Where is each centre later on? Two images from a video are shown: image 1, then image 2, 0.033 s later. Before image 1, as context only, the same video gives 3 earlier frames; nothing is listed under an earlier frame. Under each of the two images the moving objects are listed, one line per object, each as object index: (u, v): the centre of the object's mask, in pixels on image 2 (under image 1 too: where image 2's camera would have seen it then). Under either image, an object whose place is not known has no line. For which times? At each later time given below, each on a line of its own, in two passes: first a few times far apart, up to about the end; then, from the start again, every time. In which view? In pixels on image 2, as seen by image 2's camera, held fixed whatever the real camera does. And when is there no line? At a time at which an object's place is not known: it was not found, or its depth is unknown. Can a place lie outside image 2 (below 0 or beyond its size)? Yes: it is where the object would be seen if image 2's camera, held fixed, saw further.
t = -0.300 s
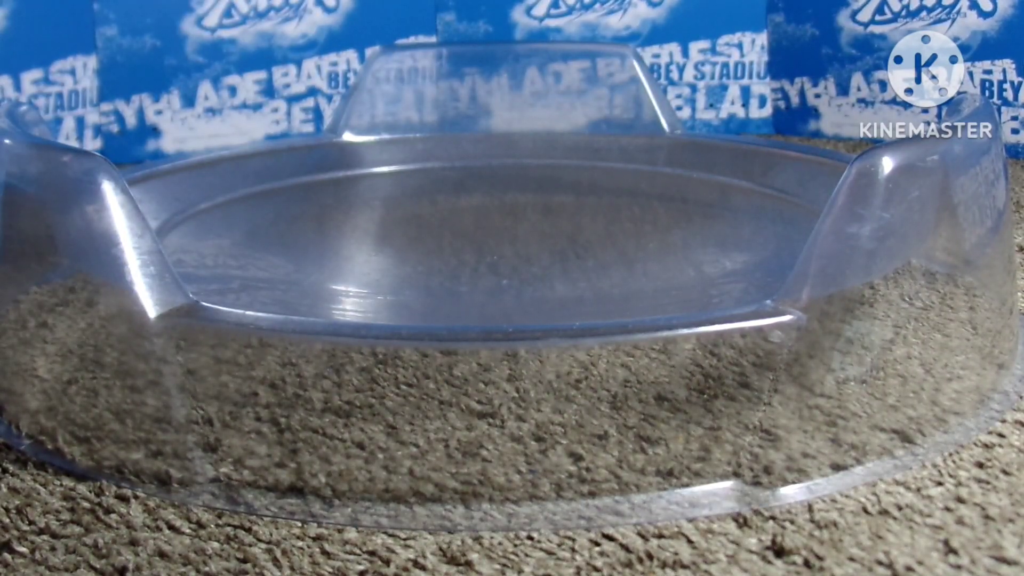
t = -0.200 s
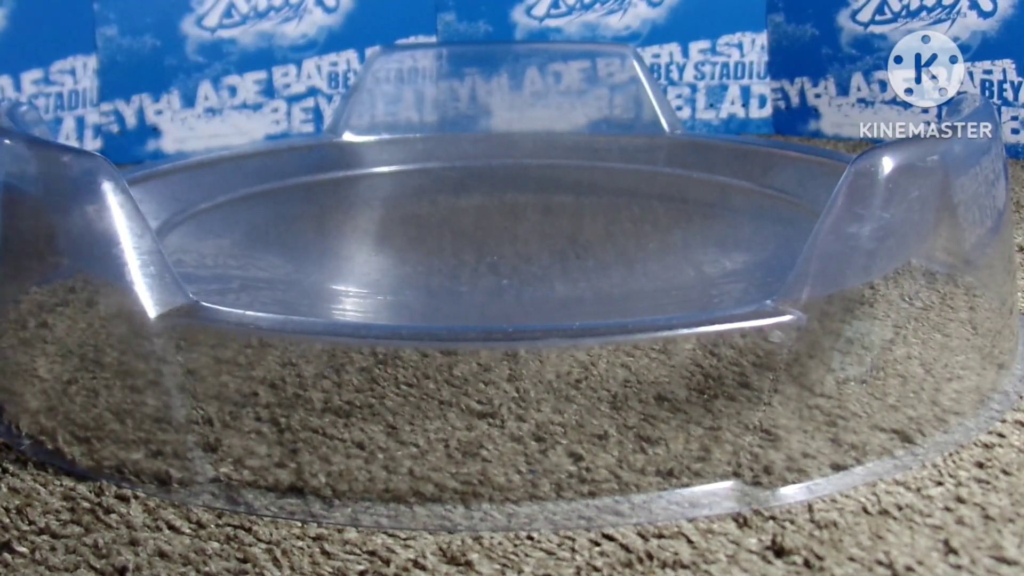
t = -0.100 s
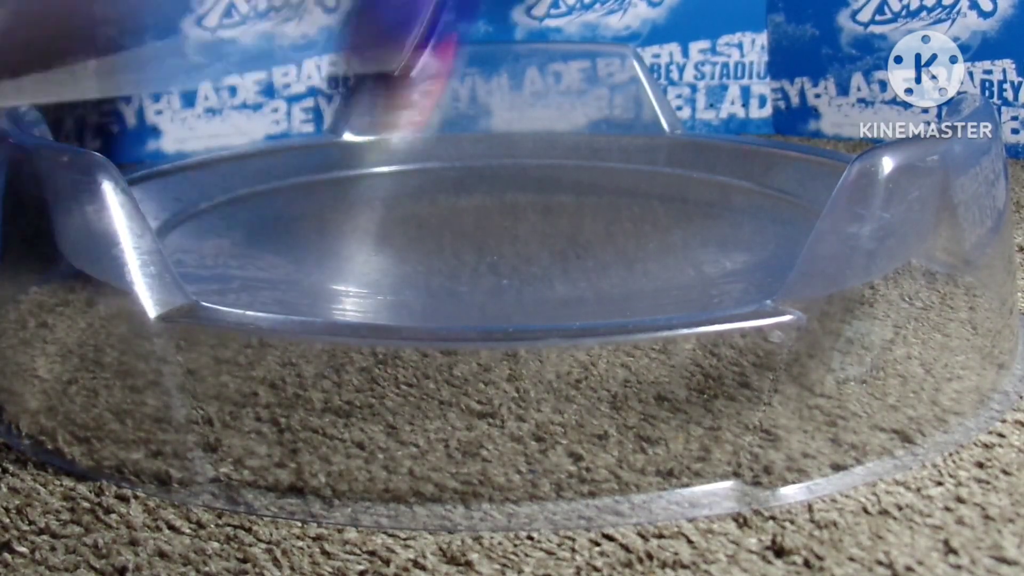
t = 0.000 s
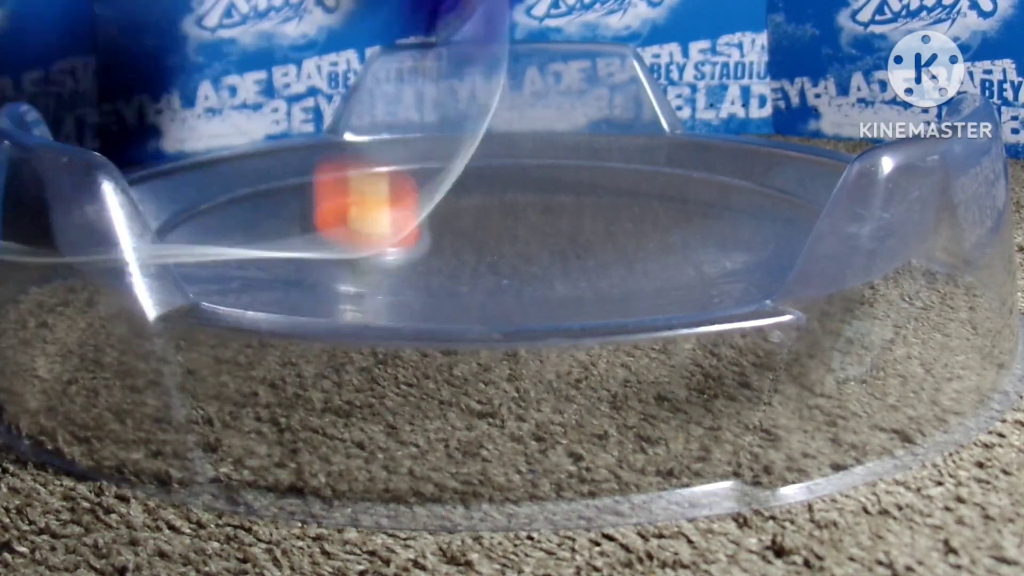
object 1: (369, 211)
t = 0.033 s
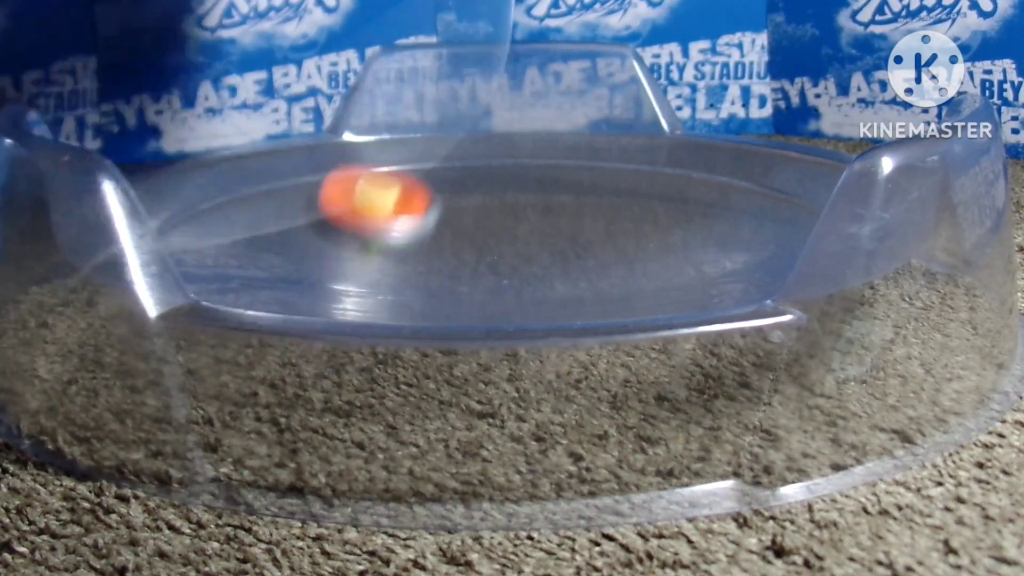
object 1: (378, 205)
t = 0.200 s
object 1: (432, 242)
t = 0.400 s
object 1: (527, 240)
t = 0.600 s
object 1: (601, 220)
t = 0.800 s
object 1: (633, 203)
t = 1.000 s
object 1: (652, 192)
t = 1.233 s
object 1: (652, 193)
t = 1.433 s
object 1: (644, 204)
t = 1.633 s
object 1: (634, 219)
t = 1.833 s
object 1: (634, 231)
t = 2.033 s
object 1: (634, 240)
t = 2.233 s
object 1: (625, 247)
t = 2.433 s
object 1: (604, 253)
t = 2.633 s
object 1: (568, 257)
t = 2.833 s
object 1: (528, 260)
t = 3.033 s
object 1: (489, 261)
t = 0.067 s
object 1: (385, 197)
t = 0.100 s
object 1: (398, 211)
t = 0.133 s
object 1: (411, 235)
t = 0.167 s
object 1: (420, 230)
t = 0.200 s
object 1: (432, 242)
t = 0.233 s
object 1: (448, 242)
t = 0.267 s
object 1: (464, 245)
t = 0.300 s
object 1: (480, 246)
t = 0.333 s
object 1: (498, 245)
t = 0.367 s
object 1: (513, 243)
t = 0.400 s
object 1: (527, 240)
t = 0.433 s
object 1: (542, 237)
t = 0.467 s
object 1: (557, 234)
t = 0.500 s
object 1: (570, 231)
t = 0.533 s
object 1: (582, 227)
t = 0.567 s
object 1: (592, 224)
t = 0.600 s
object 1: (601, 220)
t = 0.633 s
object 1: (608, 216)
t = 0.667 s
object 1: (614, 213)
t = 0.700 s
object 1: (619, 210)
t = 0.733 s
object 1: (624, 207)
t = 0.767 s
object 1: (628, 205)
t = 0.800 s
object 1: (633, 203)
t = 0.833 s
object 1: (637, 201)
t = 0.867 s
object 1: (641, 198)
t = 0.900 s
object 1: (645, 196)
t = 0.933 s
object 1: (648, 195)
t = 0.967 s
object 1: (650, 193)
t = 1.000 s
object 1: (652, 192)
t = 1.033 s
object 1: (653, 191)
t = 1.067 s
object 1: (654, 190)
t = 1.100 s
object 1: (654, 190)
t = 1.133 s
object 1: (654, 190)
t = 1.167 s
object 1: (653, 191)
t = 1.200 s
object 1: (653, 192)
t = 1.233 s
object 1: (652, 193)
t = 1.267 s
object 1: (651, 194)
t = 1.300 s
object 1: (650, 195)
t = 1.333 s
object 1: (649, 197)
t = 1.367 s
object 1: (647, 199)
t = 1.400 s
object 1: (645, 202)
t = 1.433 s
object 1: (644, 204)
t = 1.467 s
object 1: (642, 206)
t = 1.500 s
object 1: (640, 209)
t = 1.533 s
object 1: (638, 212)
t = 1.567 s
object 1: (636, 214)
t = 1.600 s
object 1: (635, 217)
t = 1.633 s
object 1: (634, 219)
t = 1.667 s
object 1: (633, 221)
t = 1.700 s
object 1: (632, 223)
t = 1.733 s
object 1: (633, 225)
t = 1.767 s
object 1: (633, 227)
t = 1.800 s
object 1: (634, 229)
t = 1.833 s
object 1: (634, 231)
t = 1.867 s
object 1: (635, 233)
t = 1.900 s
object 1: (635, 234)
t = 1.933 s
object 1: (635, 236)
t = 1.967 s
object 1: (634, 237)
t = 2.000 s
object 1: (634, 239)
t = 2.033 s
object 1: (634, 240)
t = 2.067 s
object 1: (633, 241)
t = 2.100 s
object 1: (632, 243)
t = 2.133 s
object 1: (631, 244)
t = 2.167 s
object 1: (629, 245)
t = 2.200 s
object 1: (627, 246)
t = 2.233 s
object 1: (625, 247)
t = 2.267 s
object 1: (623, 248)
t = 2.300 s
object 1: (620, 249)
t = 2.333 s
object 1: (617, 250)
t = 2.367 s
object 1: (613, 251)
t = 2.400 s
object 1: (608, 252)
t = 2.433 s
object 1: (604, 253)
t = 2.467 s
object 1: (599, 254)
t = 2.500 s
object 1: (593, 254)
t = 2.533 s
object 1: (587, 255)
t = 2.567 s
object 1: (580, 256)
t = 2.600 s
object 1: (574, 257)
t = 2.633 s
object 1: (568, 257)
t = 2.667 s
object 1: (561, 258)
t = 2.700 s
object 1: (555, 259)
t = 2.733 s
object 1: (548, 260)
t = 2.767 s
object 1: (541, 260)
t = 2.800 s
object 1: (535, 260)
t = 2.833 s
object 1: (528, 260)
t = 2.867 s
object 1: (522, 261)
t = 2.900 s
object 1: (515, 261)
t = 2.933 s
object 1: (508, 261)
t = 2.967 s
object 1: (502, 261)
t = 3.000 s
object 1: (495, 261)
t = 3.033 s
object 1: (489, 261)
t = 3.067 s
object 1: (482, 261)
